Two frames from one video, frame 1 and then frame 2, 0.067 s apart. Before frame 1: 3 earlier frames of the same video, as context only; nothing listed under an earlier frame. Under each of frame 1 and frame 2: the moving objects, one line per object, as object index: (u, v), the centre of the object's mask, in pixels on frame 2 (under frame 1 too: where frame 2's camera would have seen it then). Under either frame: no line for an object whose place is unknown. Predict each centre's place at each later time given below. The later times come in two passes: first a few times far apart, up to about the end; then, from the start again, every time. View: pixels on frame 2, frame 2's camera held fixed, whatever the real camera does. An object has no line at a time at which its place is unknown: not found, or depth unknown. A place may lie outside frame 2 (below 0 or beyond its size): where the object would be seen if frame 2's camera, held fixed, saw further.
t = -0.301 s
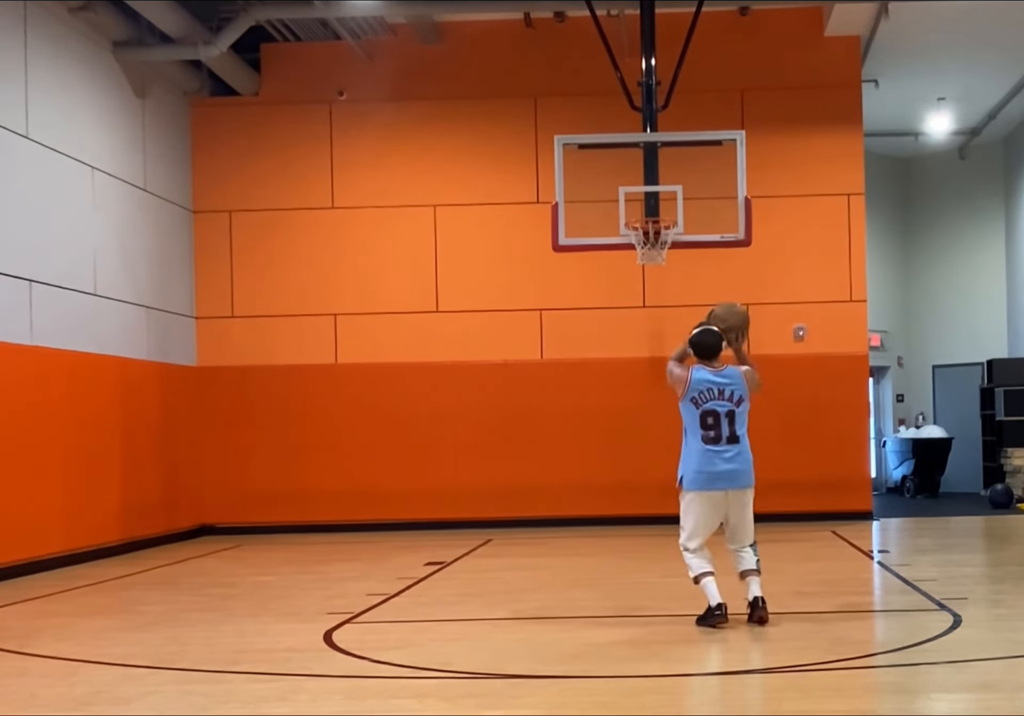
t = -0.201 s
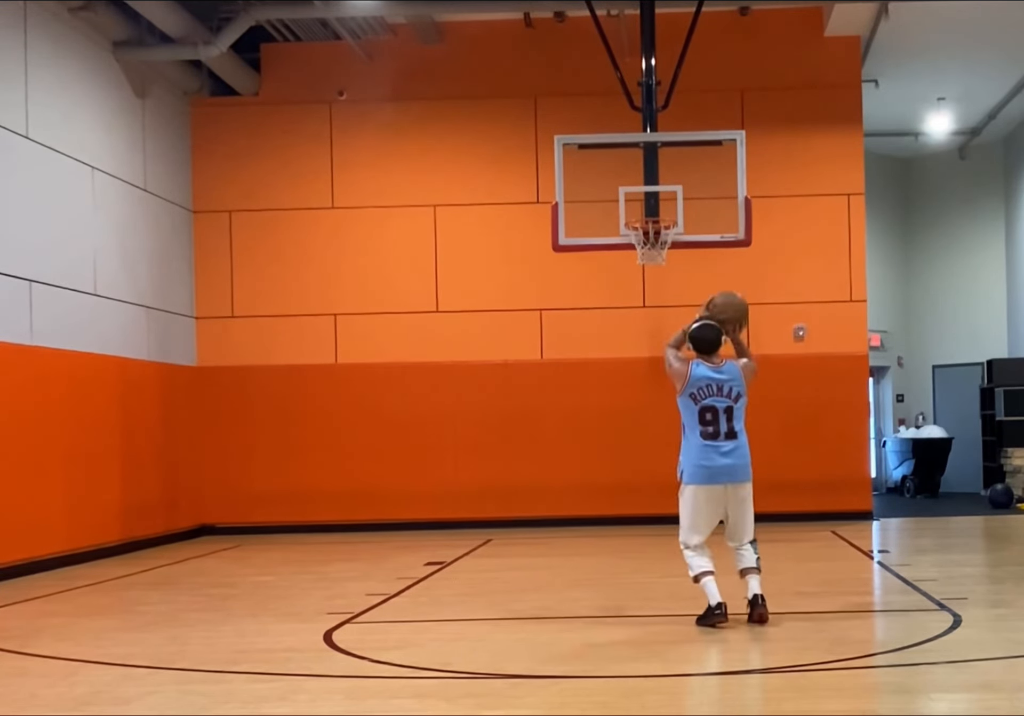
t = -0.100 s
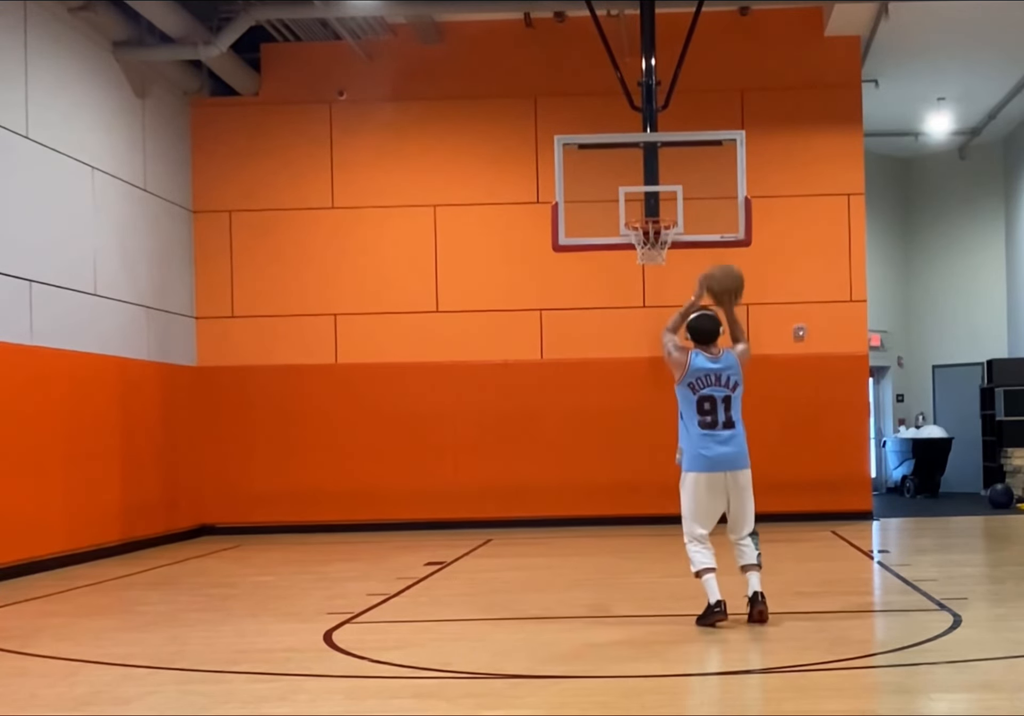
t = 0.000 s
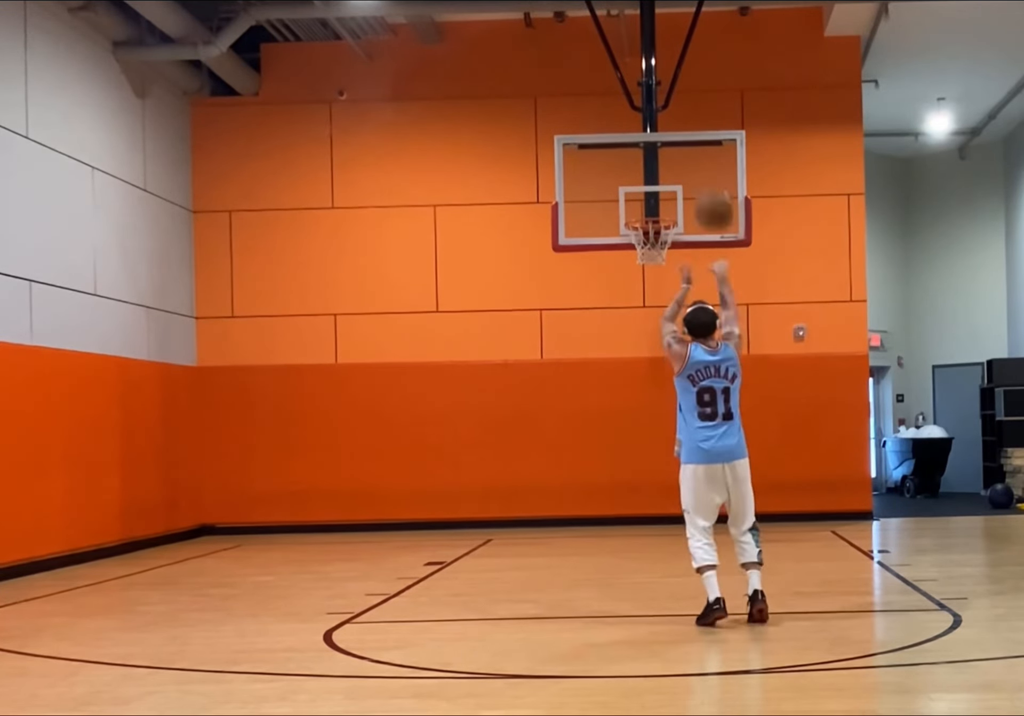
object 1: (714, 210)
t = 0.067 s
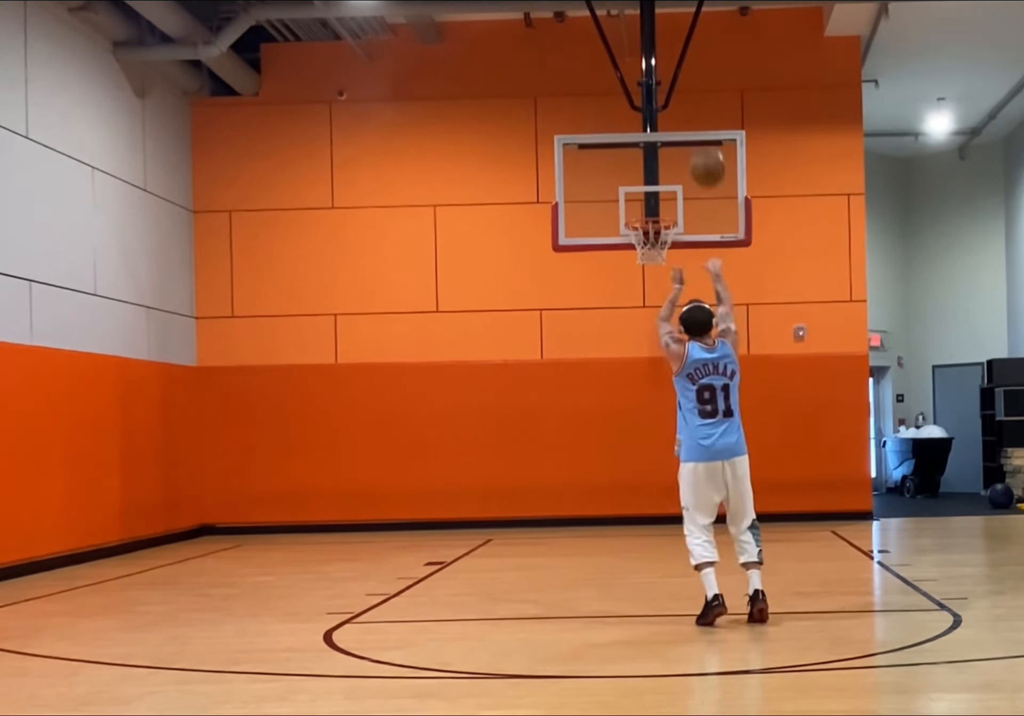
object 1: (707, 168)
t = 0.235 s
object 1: (693, 101)
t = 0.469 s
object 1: (679, 83)
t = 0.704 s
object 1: (669, 130)
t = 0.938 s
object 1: (660, 219)
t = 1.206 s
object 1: (637, 249)
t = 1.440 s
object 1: (666, 287)
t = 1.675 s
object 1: (697, 385)
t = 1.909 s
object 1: (731, 531)
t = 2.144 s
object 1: (740, 437)
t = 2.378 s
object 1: (750, 386)
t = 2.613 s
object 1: (762, 392)
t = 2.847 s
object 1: (774, 452)
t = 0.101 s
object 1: (705, 150)
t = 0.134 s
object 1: (701, 134)
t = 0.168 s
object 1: (699, 121)
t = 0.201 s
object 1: (696, 110)
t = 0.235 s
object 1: (693, 101)
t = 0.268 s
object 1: (691, 93)
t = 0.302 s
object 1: (689, 88)
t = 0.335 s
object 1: (686, 84)
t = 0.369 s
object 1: (684, 82)
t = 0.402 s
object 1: (683, 82)
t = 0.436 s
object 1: (681, 82)
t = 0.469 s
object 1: (679, 83)
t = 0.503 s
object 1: (677, 86)
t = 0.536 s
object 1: (676, 89)
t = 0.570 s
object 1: (674, 96)
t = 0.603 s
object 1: (673, 102)
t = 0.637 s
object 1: (672, 109)
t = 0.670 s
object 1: (670, 118)
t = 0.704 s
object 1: (669, 130)
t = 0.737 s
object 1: (667, 140)
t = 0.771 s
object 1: (666, 151)
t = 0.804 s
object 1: (664, 164)
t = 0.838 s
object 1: (663, 176)
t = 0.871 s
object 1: (663, 191)
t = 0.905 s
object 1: (662, 205)
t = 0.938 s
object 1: (660, 219)
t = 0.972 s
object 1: (651, 232)
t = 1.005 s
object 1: (644, 234)
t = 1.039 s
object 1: (629, 240)
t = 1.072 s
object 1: (638, 239)
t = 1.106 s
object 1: (644, 243)
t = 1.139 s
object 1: (643, 242)
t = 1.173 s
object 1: (643, 245)
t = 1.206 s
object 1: (637, 249)
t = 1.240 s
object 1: (642, 251)
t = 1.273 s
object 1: (645, 256)
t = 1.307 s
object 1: (649, 260)
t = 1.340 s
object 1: (653, 265)
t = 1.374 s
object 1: (657, 269)
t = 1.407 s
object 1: (661, 277)
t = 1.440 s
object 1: (666, 287)
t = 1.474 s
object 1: (670, 298)
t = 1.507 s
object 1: (675, 309)
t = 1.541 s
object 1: (679, 322)
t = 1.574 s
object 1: (684, 336)
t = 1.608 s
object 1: (688, 350)
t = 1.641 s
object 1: (693, 367)
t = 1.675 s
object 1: (697, 385)
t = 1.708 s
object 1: (702, 402)
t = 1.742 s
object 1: (707, 422)
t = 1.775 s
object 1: (712, 442)
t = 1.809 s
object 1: (716, 463)
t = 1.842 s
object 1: (721, 485)
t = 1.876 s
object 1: (726, 508)
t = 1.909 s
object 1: (731, 531)
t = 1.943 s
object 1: (732, 524)
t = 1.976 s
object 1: (734, 507)
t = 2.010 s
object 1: (735, 490)
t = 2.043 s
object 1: (737, 475)
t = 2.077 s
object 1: (738, 461)
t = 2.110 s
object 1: (739, 449)
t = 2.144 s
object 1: (740, 437)
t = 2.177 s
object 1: (742, 426)
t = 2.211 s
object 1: (743, 417)
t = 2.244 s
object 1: (745, 409)
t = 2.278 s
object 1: (746, 401)
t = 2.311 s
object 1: (748, 395)
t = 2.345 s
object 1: (749, 390)
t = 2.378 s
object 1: (750, 386)
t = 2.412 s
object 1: (752, 384)
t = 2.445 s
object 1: (754, 382)
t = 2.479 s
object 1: (755, 382)
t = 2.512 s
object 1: (757, 383)
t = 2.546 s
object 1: (759, 385)
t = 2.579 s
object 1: (760, 388)
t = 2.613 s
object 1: (762, 392)
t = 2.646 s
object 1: (763, 398)
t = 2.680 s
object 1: (765, 405)
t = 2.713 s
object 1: (767, 412)
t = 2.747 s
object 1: (769, 421)
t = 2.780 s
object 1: (771, 430)
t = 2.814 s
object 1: (772, 441)
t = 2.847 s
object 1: (774, 452)
